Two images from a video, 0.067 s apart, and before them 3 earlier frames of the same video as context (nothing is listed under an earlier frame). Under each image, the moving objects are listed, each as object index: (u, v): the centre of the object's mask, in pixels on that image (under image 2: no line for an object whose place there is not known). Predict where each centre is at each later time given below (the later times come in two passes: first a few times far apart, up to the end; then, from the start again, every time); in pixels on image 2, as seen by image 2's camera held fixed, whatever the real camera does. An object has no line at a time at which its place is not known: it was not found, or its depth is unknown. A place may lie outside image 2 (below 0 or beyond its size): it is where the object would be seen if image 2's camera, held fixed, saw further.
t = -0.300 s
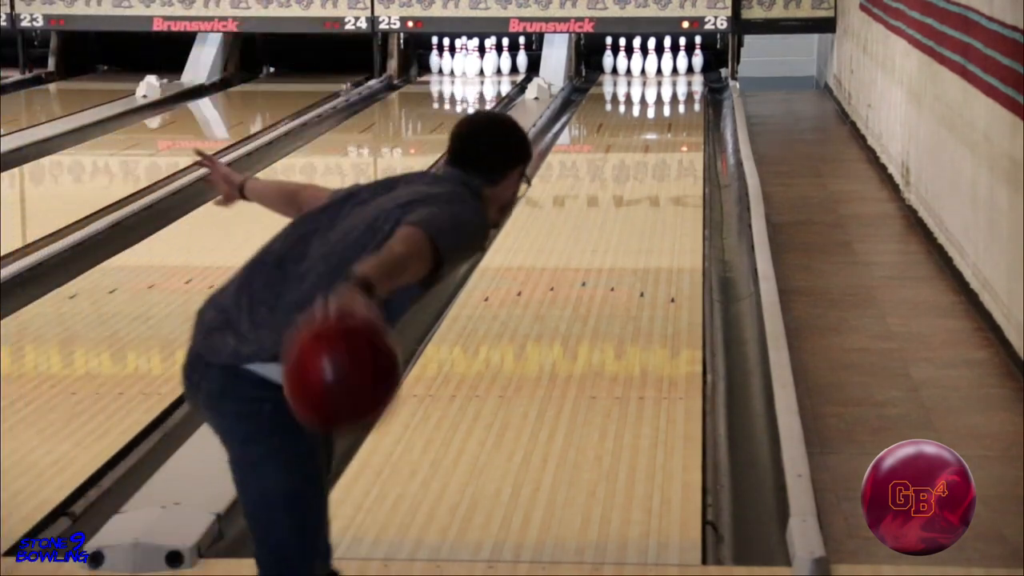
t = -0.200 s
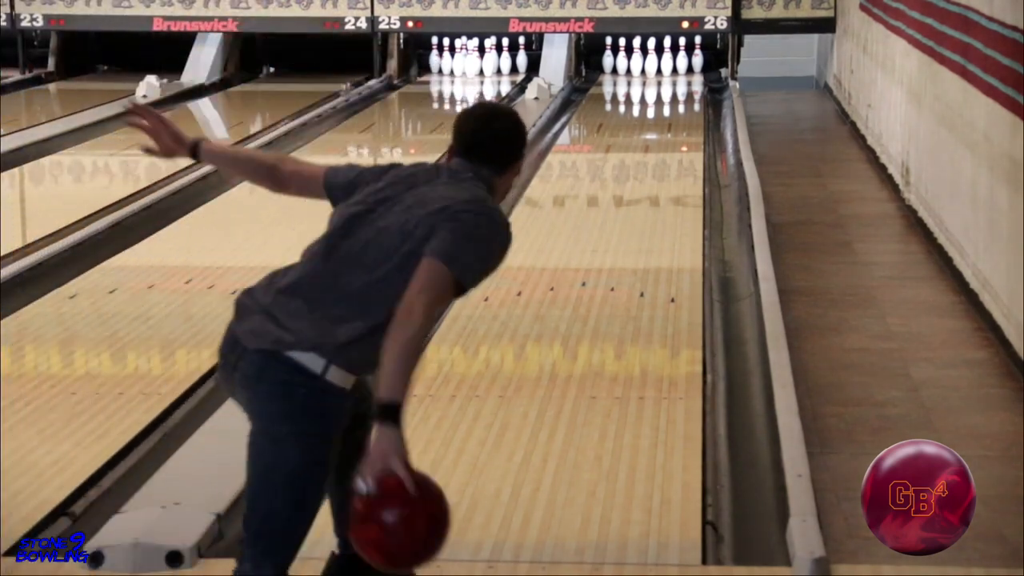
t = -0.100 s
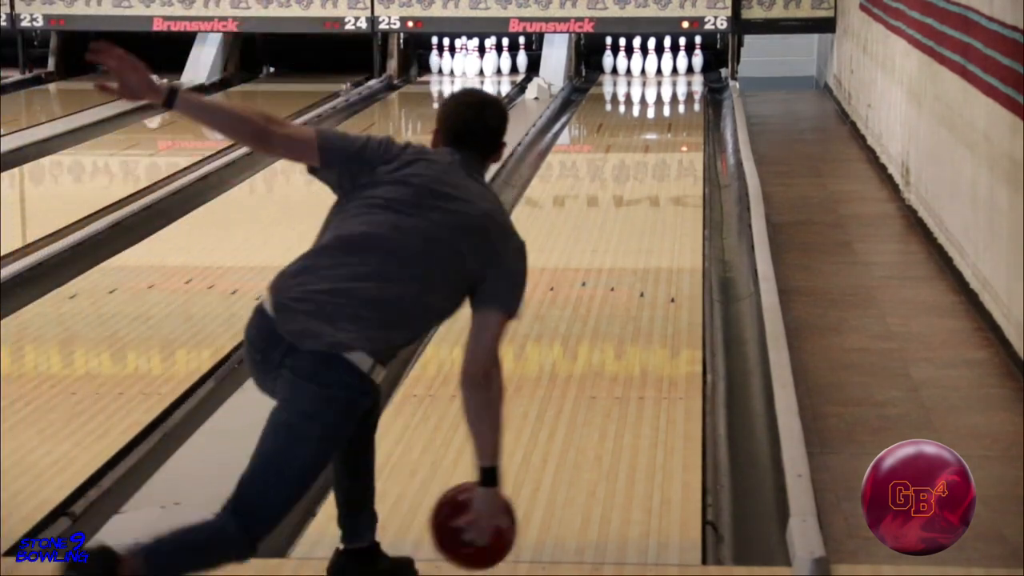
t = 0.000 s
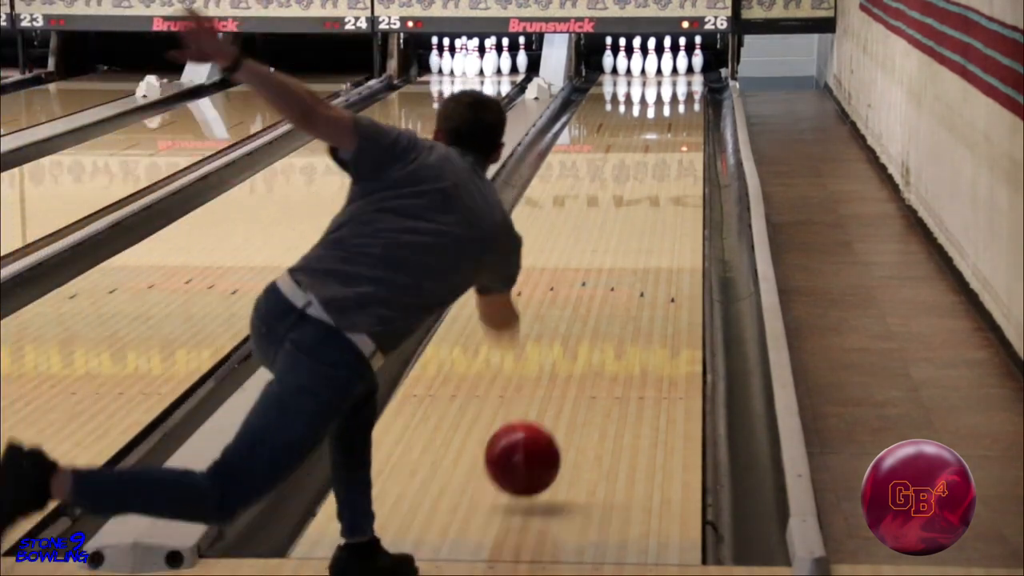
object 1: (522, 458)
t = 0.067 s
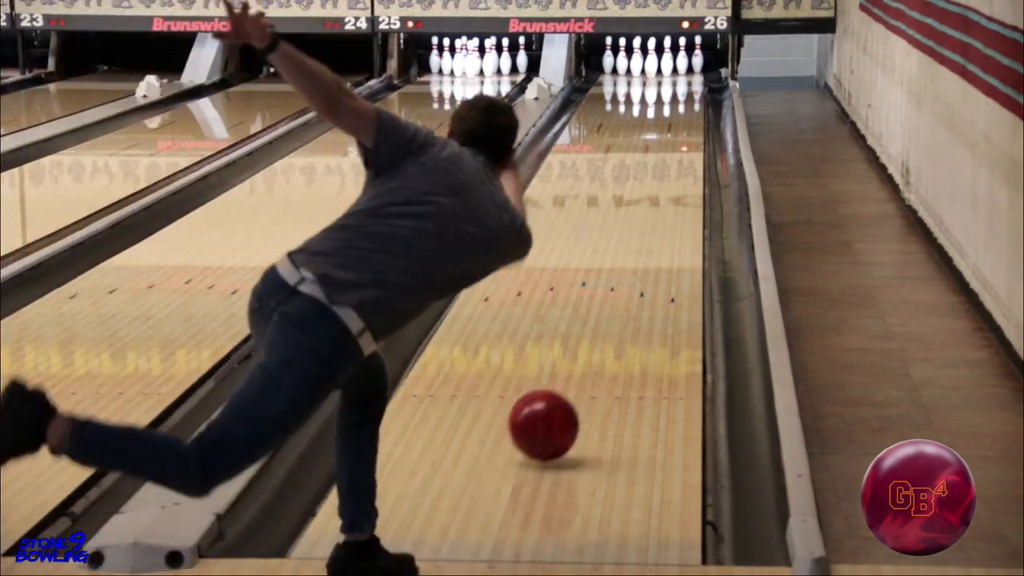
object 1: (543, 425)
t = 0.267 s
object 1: (591, 335)
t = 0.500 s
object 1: (626, 261)
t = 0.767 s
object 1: (653, 203)
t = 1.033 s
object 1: (670, 161)
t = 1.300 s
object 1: (679, 129)
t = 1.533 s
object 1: (682, 108)
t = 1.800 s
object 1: (678, 90)
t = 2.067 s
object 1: (666, 76)
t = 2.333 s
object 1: (653, 66)
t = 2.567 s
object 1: (649, 62)
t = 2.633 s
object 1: (649, 63)
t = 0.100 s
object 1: (553, 412)
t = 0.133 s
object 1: (562, 393)
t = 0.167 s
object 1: (570, 377)
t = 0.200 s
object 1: (577, 363)
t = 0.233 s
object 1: (584, 349)
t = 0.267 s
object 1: (591, 335)
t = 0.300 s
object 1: (597, 323)
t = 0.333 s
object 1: (603, 312)
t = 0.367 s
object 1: (608, 300)
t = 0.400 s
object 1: (613, 290)
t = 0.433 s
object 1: (619, 280)
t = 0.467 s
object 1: (622, 270)
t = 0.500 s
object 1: (626, 261)
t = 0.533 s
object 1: (631, 253)
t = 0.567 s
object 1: (634, 244)
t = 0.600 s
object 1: (638, 237)
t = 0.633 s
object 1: (641, 230)
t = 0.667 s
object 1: (644, 223)
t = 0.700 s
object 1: (647, 216)
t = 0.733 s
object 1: (650, 210)
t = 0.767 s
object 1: (653, 203)
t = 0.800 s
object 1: (655, 197)
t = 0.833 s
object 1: (658, 192)
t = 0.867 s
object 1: (660, 186)
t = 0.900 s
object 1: (662, 181)
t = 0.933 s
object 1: (664, 175)
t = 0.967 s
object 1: (666, 170)
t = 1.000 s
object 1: (668, 166)
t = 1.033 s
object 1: (670, 161)
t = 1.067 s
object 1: (671, 156)
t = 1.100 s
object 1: (673, 152)
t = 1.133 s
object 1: (674, 148)
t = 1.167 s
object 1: (675, 144)
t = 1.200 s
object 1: (677, 139)
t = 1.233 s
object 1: (678, 136)
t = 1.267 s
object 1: (678, 132)
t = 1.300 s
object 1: (679, 129)
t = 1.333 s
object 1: (680, 126)
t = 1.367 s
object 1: (680, 123)
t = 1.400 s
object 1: (681, 119)
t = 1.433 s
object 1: (681, 117)
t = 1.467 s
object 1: (681, 114)
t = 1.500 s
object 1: (682, 111)
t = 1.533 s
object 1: (682, 108)
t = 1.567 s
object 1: (682, 105)
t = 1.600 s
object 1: (682, 103)
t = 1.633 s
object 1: (681, 101)
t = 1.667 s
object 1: (681, 98)
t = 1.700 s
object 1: (681, 96)
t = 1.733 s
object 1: (680, 94)
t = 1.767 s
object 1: (679, 92)
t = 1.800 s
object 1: (678, 90)
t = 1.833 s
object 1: (677, 87)
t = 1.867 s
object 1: (675, 86)
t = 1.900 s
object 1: (674, 84)
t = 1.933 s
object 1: (672, 82)
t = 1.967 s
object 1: (671, 80)
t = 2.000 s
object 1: (669, 79)
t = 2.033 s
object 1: (667, 77)
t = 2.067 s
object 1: (666, 76)
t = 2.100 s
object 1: (664, 74)
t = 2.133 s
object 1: (662, 72)
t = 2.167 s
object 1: (659, 71)
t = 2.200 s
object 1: (657, 69)
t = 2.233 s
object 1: (657, 68)
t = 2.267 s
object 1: (656, 67)
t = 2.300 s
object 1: (655, 66)
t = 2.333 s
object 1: (653, 66)
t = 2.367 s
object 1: (652, 65)
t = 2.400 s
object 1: (651, 64)
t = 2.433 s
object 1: (651, 63)
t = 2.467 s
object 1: (650, 63)
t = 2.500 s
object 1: (650, 63)
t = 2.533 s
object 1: (649, 62)
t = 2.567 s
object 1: (649, 62)
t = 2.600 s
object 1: (649, 62)
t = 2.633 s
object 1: (649, 63)
